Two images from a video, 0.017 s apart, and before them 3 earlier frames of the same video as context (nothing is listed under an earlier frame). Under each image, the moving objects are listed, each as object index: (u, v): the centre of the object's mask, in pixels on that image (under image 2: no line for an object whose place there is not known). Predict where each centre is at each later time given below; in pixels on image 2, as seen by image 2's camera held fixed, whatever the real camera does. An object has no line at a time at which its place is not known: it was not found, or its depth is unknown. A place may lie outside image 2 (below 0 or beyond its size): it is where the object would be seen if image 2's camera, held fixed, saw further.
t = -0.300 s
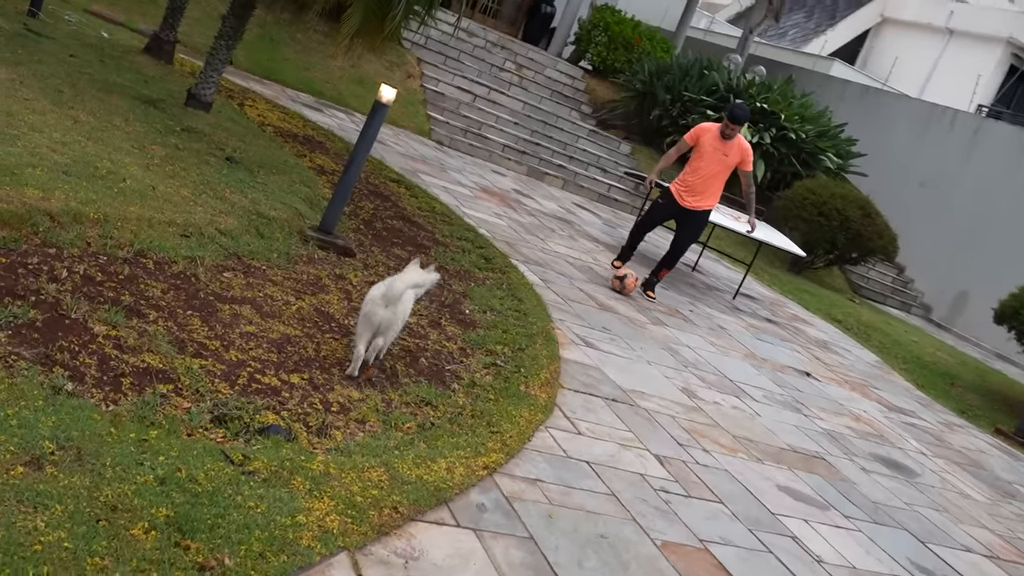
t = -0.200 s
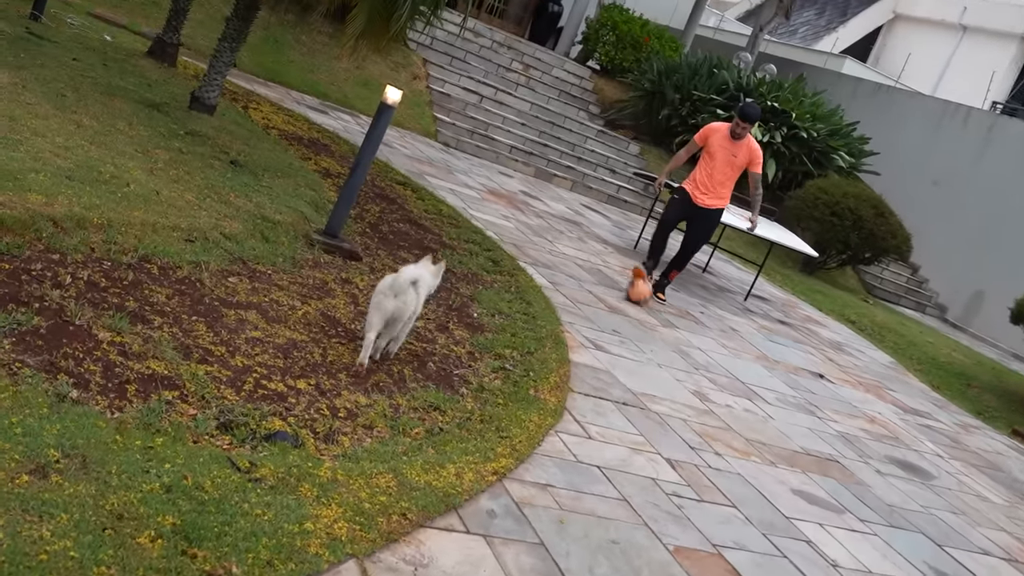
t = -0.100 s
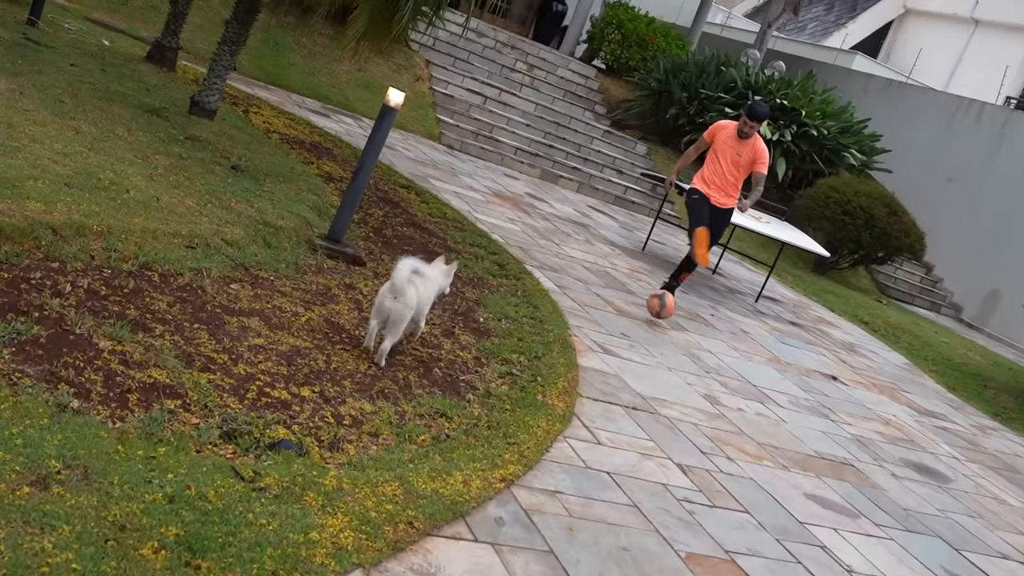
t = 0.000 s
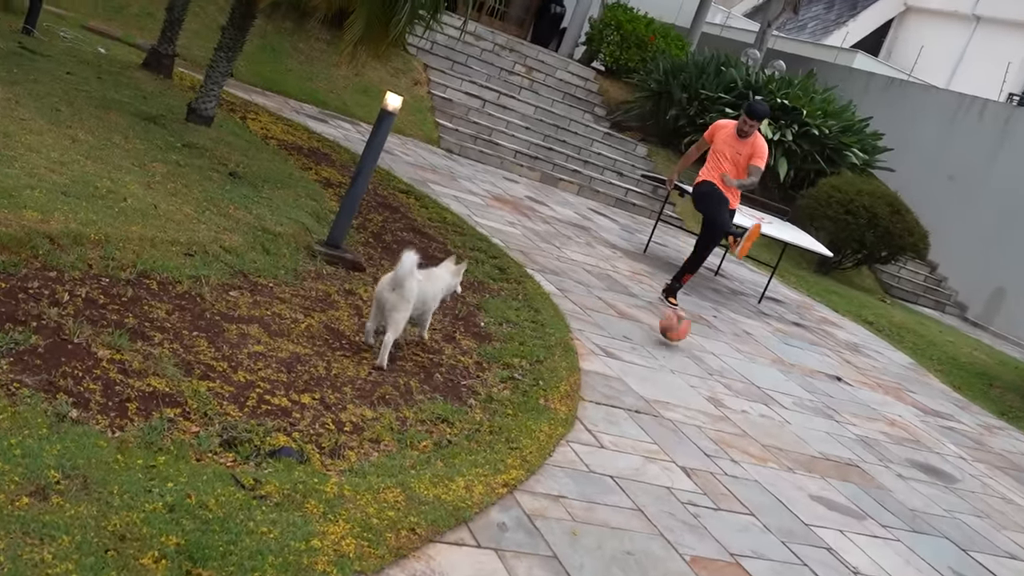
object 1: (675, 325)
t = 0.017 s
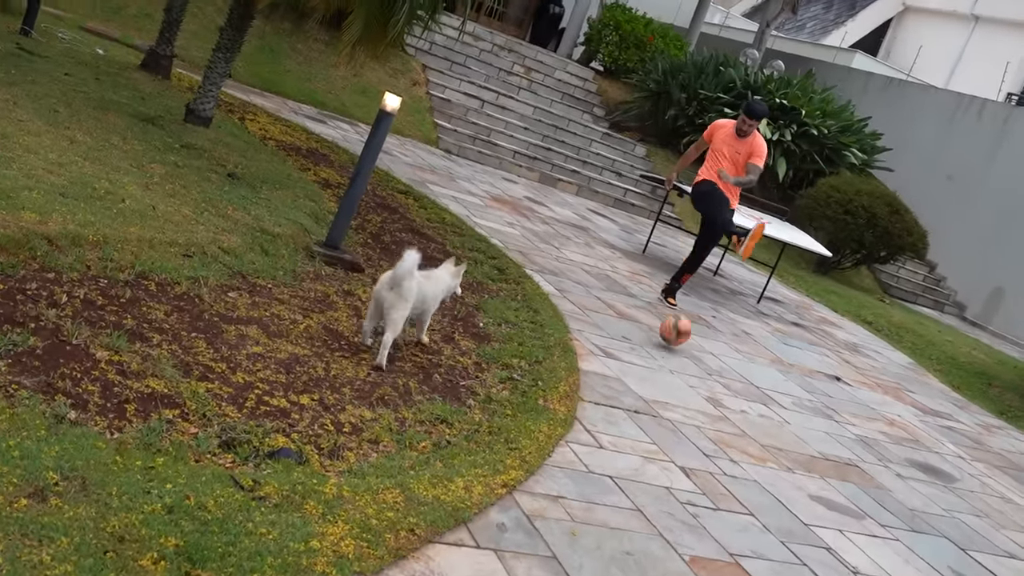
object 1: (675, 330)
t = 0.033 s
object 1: (676, 335)
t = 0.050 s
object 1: (678, 340)
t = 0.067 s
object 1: (679, 344)
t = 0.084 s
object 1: (681, 347)
